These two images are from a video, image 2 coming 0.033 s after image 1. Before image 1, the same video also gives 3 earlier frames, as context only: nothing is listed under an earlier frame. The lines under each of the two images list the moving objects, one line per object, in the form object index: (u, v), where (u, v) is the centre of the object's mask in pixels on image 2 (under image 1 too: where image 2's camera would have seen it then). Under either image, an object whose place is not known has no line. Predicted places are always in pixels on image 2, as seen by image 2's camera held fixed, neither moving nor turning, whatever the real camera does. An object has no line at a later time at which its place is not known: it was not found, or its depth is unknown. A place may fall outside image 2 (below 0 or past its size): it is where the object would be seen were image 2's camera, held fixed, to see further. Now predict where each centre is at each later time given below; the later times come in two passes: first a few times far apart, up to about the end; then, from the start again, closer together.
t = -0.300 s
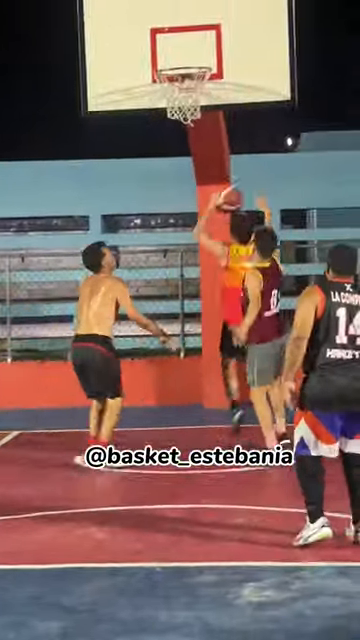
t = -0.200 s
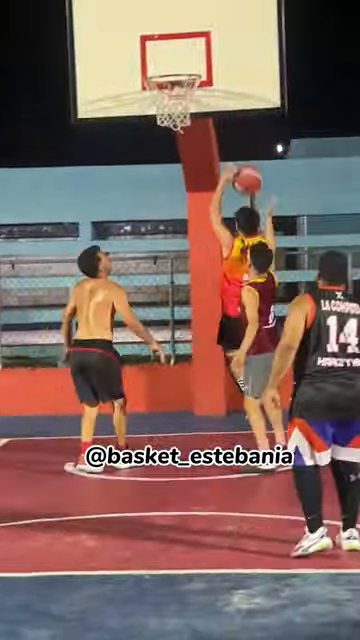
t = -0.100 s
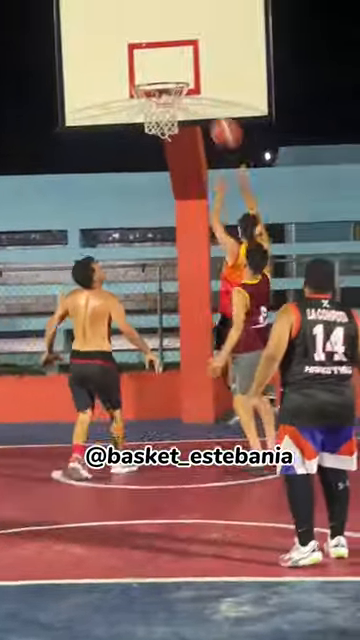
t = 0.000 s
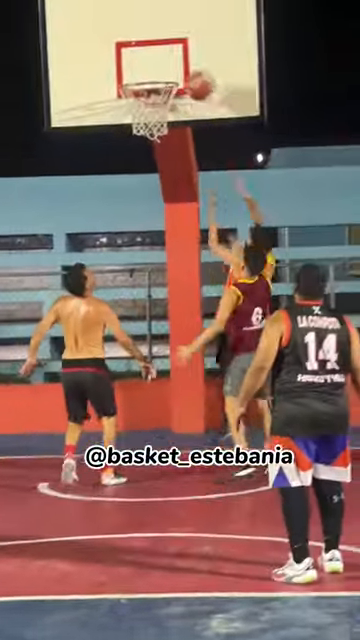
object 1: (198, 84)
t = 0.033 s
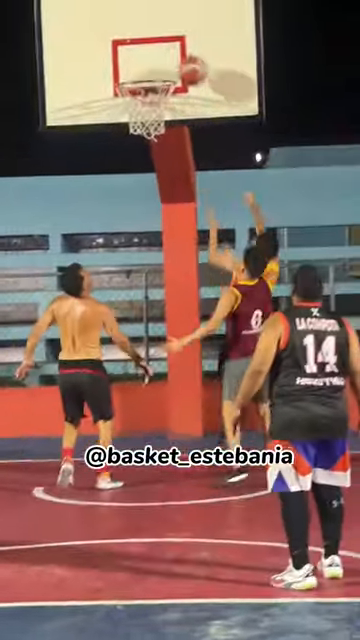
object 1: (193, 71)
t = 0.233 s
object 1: (162, 24)
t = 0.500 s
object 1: (125, 54)
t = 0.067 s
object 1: (187, 59)
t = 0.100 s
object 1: (181, 48)
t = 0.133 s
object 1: (176, 39)
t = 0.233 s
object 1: (162, 24)
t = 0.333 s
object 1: (147, 24)
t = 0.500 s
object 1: (125, 54)
